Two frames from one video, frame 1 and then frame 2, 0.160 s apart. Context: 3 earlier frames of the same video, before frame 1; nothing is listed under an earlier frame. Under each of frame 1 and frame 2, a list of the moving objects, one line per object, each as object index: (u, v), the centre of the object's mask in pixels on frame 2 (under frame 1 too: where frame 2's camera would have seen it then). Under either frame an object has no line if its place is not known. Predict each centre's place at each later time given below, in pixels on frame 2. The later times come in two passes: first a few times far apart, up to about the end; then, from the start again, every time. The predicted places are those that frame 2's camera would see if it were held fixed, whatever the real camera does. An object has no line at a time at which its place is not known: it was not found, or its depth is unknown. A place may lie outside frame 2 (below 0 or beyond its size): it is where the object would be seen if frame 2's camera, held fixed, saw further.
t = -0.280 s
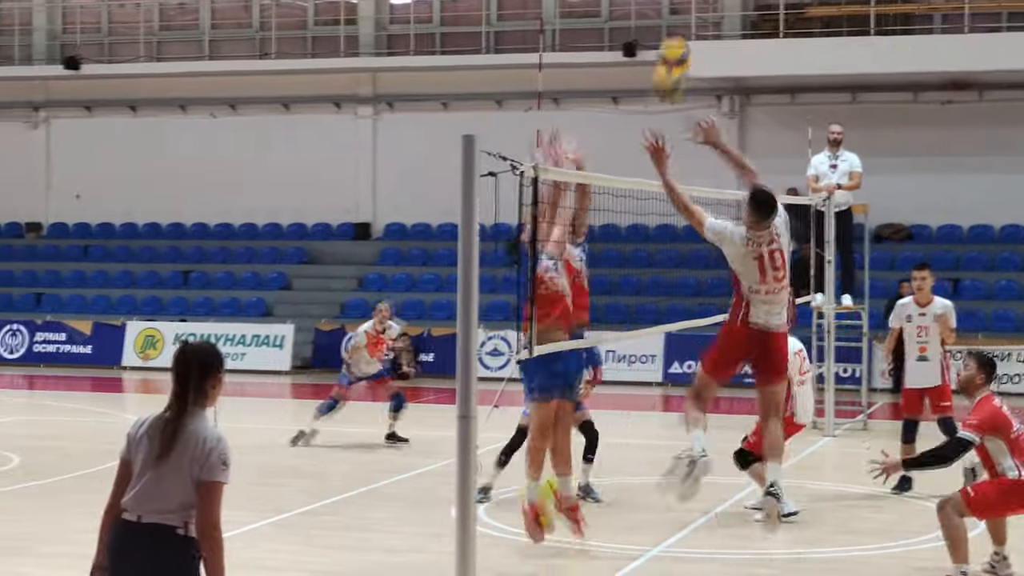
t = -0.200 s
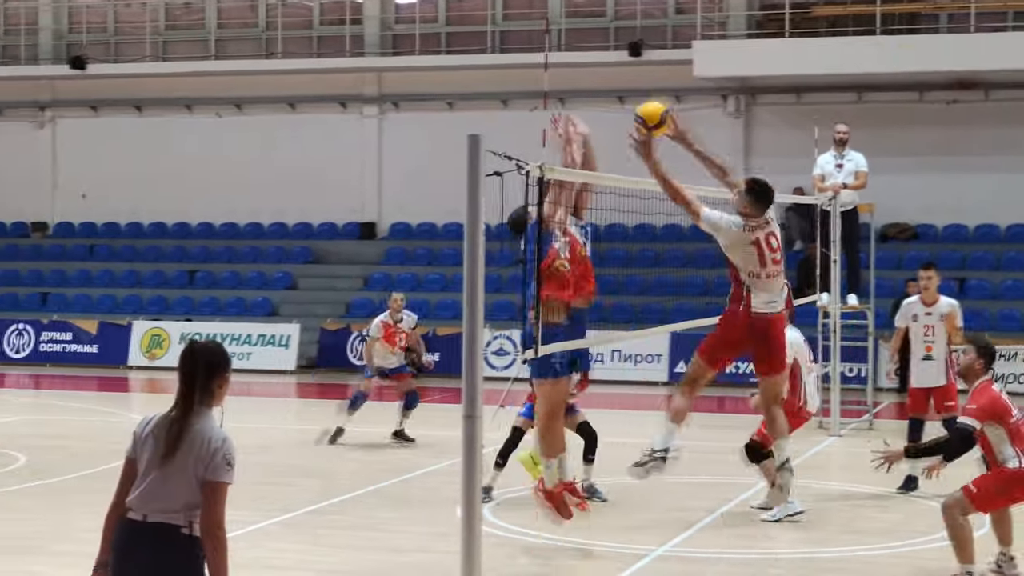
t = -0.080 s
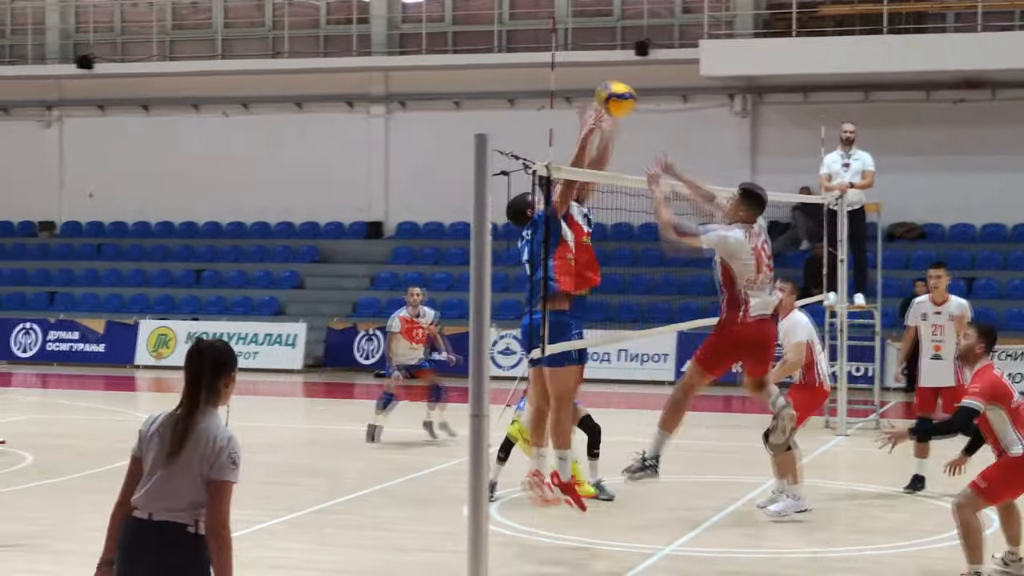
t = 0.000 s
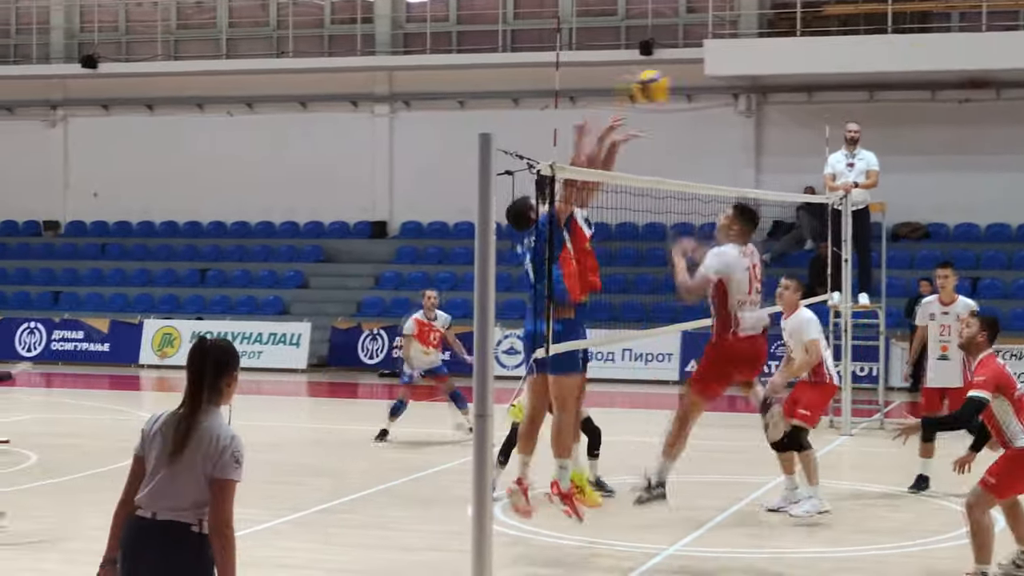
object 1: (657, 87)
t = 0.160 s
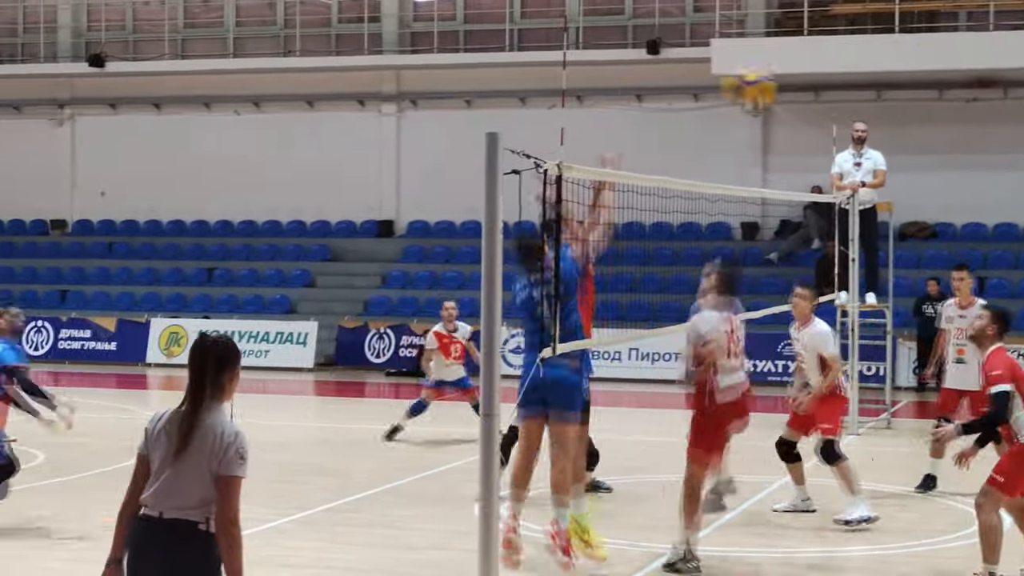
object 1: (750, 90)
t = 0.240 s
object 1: (799, 103)
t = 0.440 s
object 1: (914, 182)
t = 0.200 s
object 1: (778, 95)
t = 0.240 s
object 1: (799, 103)
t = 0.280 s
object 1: (818, 111)
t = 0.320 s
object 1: (839, 122)
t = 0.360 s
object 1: (878, 144)
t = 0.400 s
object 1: (894, 164)
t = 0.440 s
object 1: (914, 182)
